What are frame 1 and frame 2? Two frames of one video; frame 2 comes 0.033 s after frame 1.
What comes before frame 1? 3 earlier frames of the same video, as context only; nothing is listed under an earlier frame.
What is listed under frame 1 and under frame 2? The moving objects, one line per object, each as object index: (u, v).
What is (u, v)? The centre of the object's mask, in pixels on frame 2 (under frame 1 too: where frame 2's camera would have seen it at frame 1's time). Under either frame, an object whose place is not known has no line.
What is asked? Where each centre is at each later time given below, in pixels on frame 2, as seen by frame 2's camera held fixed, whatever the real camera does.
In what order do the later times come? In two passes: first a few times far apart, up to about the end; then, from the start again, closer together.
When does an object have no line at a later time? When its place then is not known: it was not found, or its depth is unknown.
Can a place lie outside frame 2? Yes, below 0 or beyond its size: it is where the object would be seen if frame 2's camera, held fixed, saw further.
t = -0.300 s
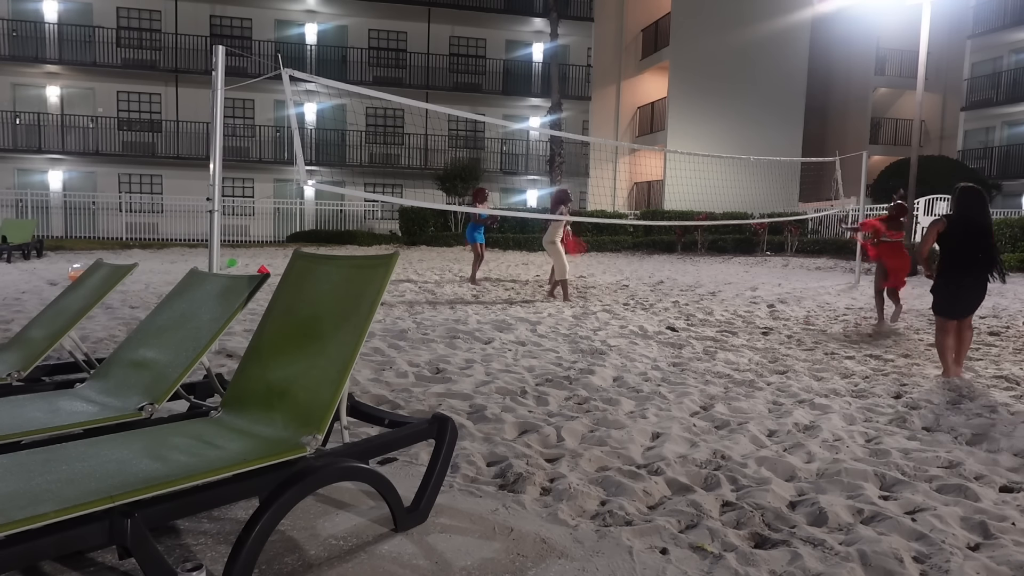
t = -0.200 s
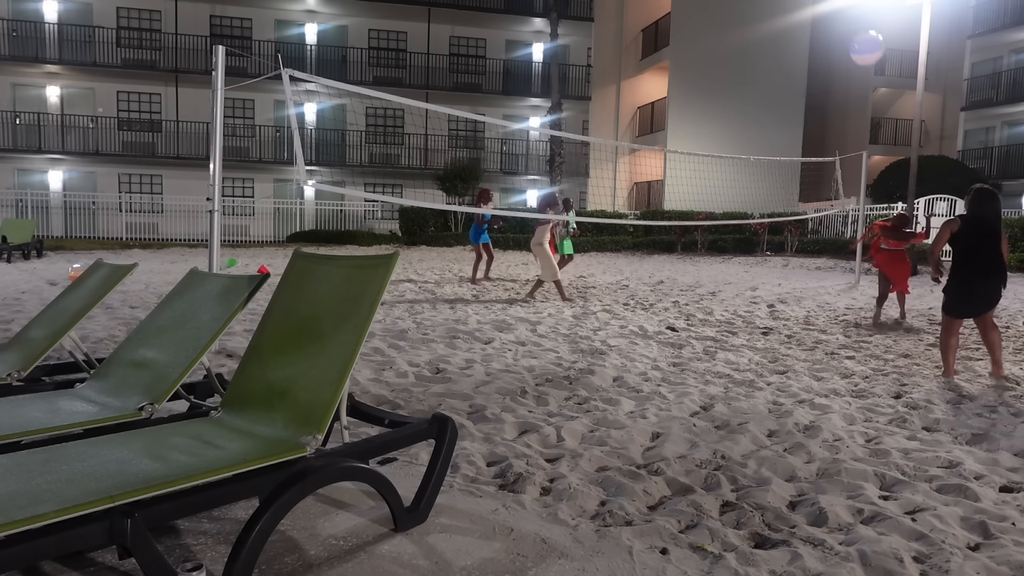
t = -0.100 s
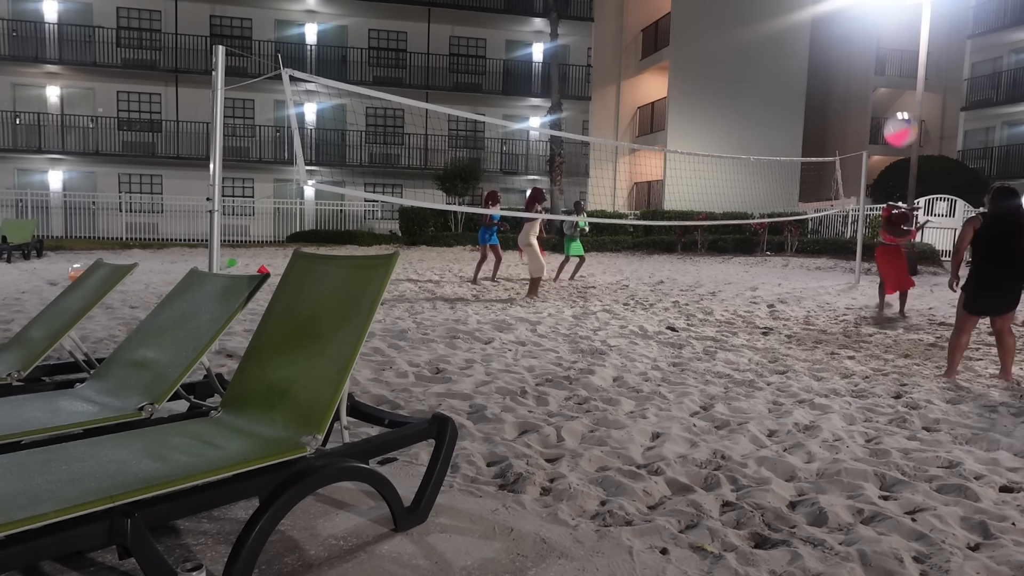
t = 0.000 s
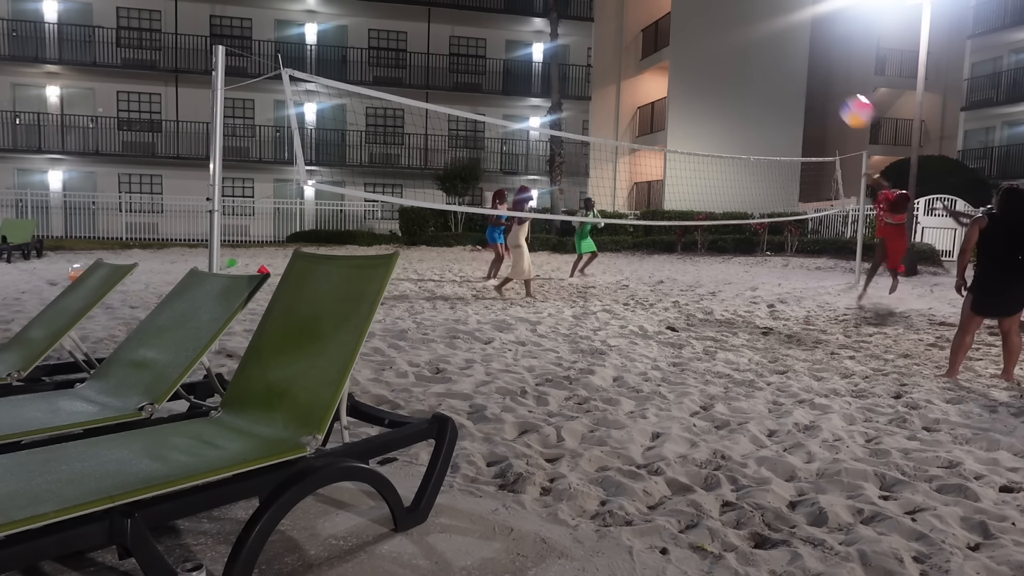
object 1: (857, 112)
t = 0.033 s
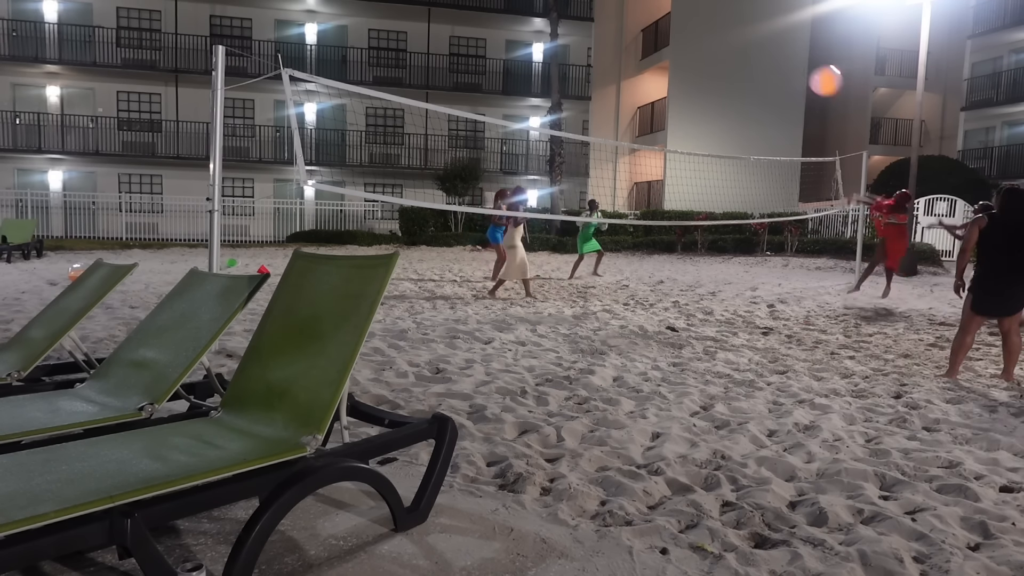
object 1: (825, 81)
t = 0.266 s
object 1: (704, 29)
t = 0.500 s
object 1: (652, 128)
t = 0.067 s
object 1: (795, 54)
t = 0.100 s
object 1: (774, 40)
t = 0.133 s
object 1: (757, 31)
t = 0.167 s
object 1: (740, 23)
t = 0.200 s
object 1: (727, 22)
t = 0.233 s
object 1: (714, 24)
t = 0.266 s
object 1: (704, 29)
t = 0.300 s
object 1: (695, 37)
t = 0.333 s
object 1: (685, 49)
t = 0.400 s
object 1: (670, 77)
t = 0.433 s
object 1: (664, 92)
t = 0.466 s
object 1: (658, 108)
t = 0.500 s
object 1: (652, 128)
